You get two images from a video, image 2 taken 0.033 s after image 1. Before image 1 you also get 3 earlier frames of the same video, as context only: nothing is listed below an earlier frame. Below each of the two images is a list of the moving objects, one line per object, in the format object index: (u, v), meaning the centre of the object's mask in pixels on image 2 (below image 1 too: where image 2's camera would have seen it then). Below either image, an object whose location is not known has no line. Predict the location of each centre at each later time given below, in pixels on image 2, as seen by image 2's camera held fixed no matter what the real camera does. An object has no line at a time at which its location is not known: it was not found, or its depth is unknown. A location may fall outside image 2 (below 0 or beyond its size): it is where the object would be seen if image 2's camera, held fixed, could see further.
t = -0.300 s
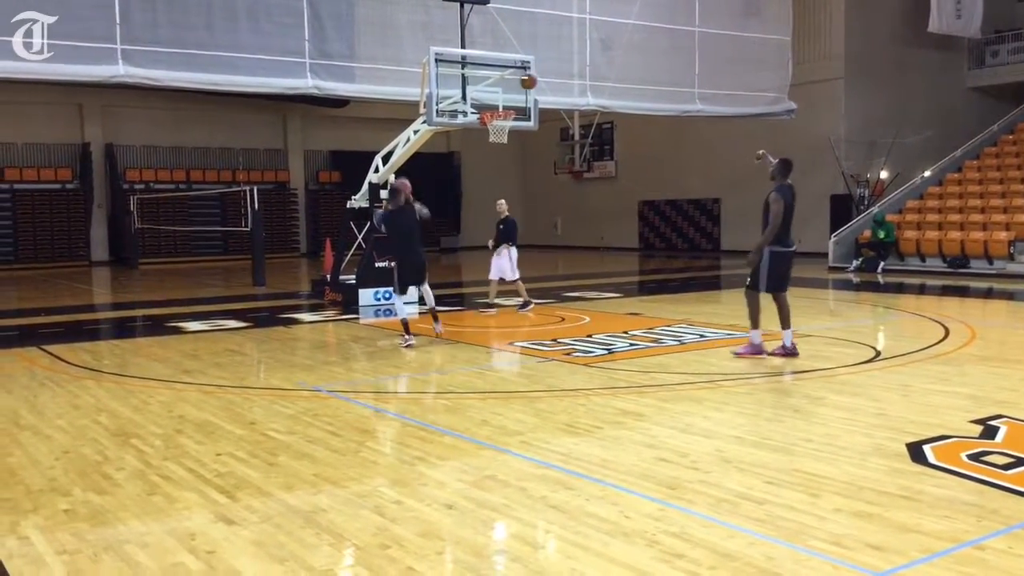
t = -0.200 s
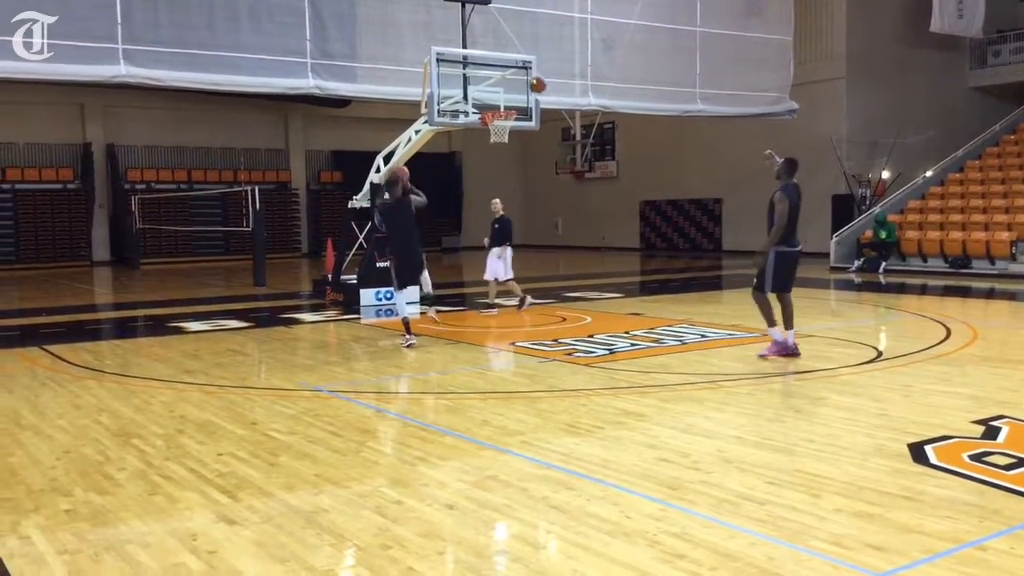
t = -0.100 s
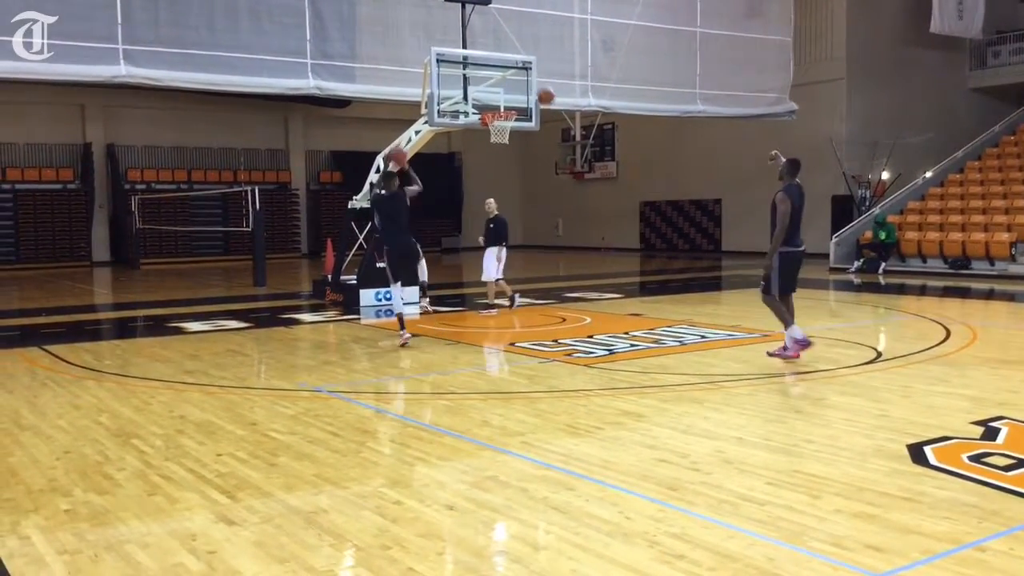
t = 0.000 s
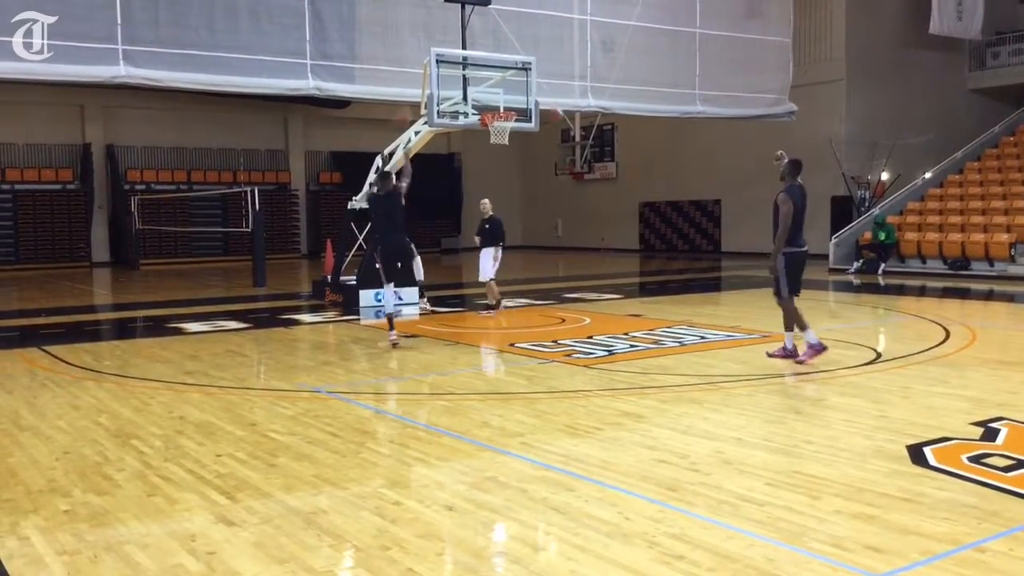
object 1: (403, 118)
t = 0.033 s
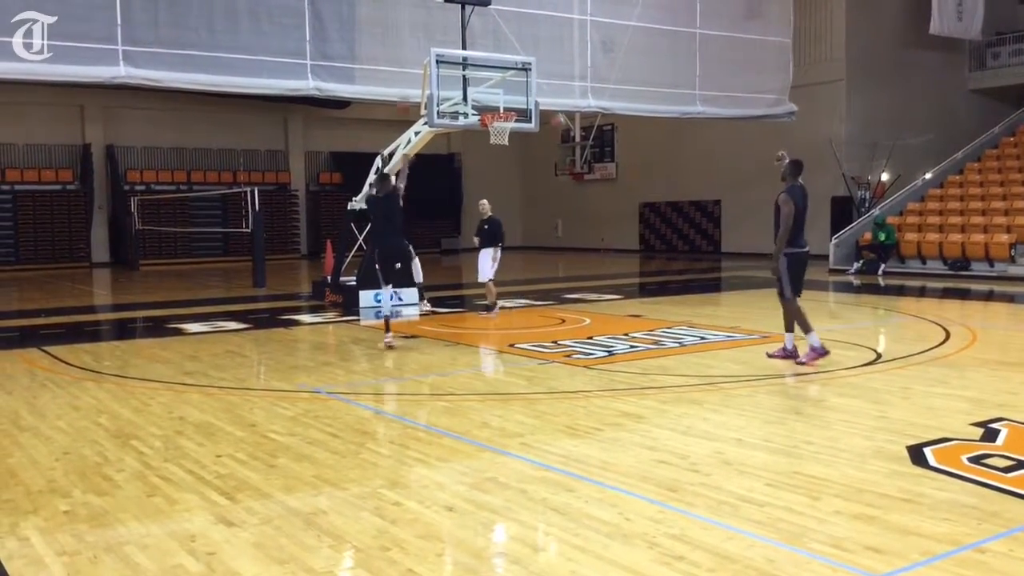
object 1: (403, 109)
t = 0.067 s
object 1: (408, 95)
